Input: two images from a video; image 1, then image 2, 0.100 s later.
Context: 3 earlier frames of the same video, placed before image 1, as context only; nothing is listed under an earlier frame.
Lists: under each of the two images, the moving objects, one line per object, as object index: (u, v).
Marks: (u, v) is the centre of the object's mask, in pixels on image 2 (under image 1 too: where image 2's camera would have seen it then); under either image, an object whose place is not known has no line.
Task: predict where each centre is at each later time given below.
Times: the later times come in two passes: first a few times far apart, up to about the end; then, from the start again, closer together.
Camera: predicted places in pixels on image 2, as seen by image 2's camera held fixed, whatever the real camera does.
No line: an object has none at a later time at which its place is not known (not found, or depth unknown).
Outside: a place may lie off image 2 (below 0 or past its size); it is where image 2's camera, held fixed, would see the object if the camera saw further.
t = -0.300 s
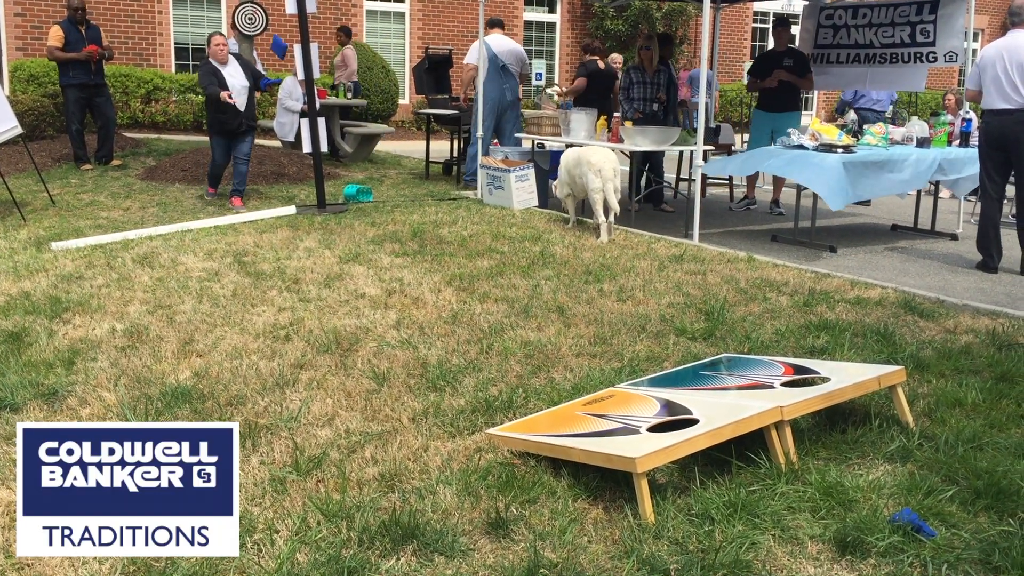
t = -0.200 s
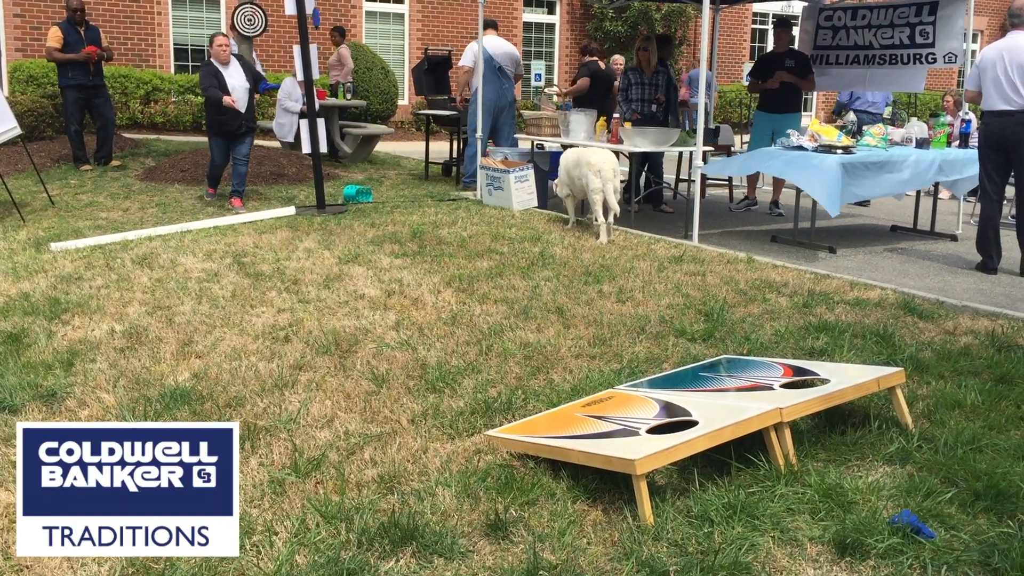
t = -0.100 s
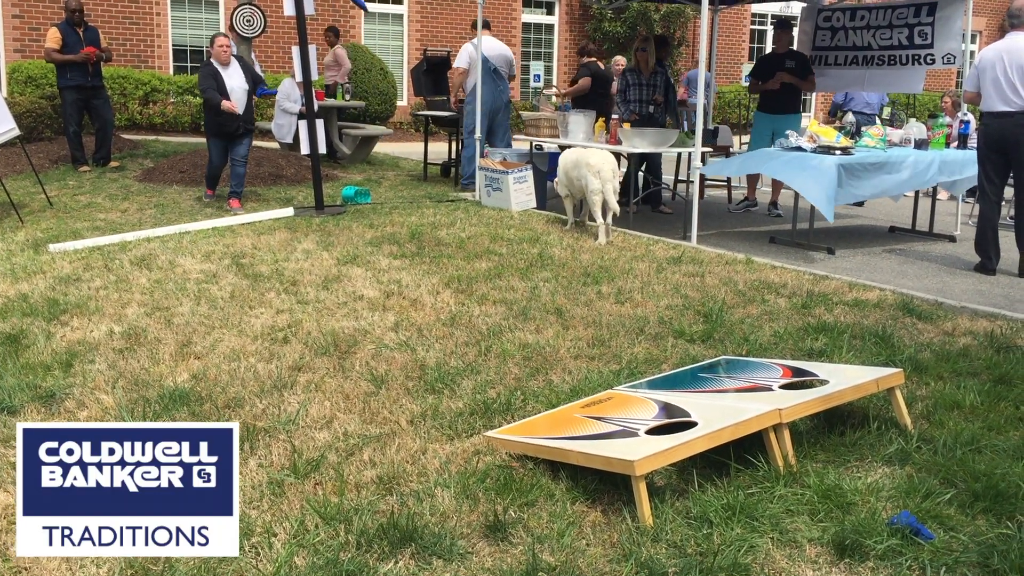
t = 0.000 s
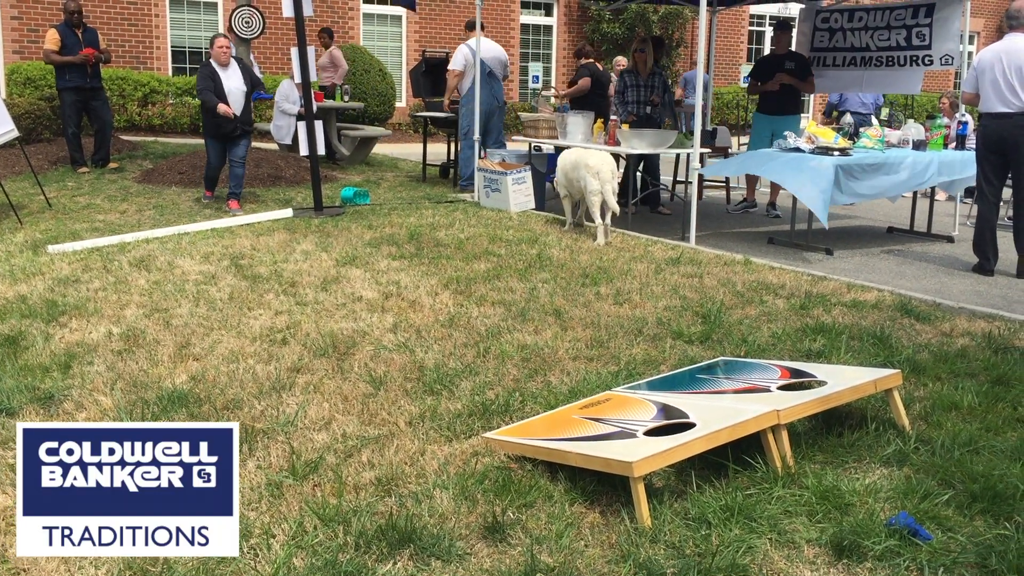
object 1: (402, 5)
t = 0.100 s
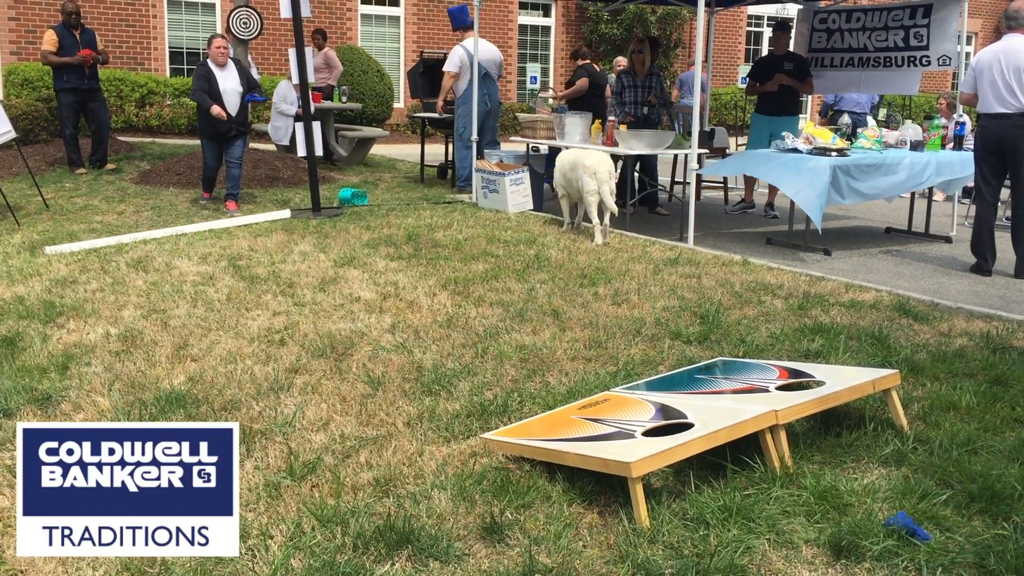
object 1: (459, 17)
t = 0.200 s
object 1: (527, 60)
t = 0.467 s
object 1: (782, 363)
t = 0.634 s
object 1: (857, 461)
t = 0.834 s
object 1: (864, 465)
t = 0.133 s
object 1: (481, 28)
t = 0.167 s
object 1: (503, 41)
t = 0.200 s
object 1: (527, 60)
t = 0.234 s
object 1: (552, 80)
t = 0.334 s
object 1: (636, 168)
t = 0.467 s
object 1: (782, 363)
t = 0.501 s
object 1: (819, 424)
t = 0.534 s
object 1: (839, 448)
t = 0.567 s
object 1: (849, 460)
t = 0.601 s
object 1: (853, 461)
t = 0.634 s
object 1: (857, 461)
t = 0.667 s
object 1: (861, 462)
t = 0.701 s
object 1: (863, 464)
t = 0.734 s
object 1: (864, 466)
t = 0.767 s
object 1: (864, 466)
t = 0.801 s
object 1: (864, 466)
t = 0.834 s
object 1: (864, 465)
